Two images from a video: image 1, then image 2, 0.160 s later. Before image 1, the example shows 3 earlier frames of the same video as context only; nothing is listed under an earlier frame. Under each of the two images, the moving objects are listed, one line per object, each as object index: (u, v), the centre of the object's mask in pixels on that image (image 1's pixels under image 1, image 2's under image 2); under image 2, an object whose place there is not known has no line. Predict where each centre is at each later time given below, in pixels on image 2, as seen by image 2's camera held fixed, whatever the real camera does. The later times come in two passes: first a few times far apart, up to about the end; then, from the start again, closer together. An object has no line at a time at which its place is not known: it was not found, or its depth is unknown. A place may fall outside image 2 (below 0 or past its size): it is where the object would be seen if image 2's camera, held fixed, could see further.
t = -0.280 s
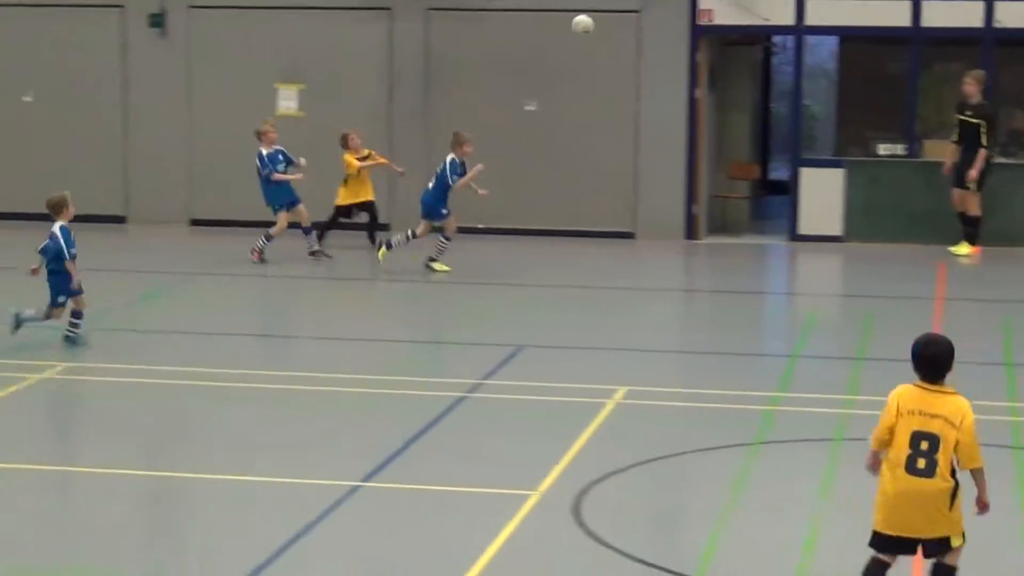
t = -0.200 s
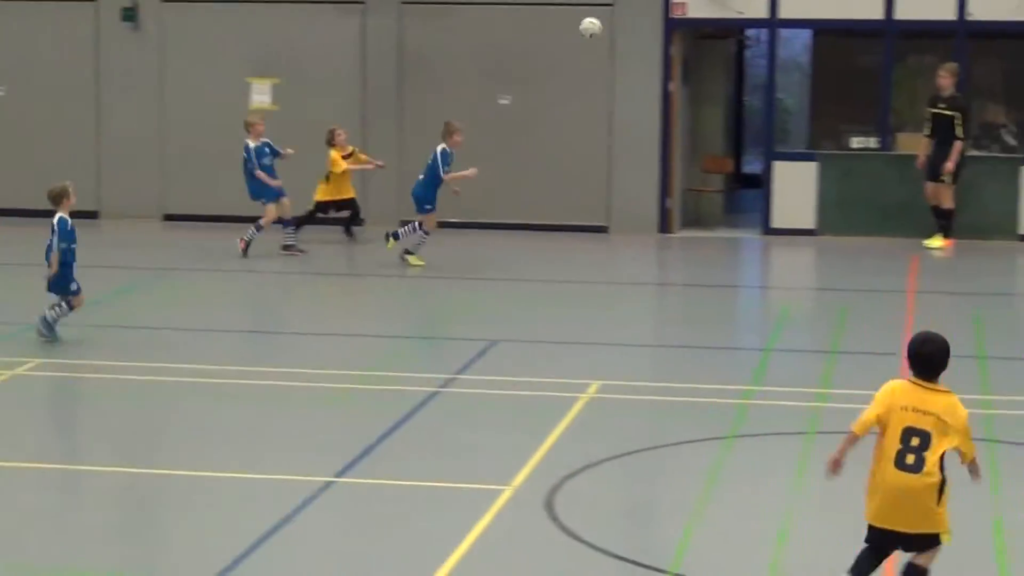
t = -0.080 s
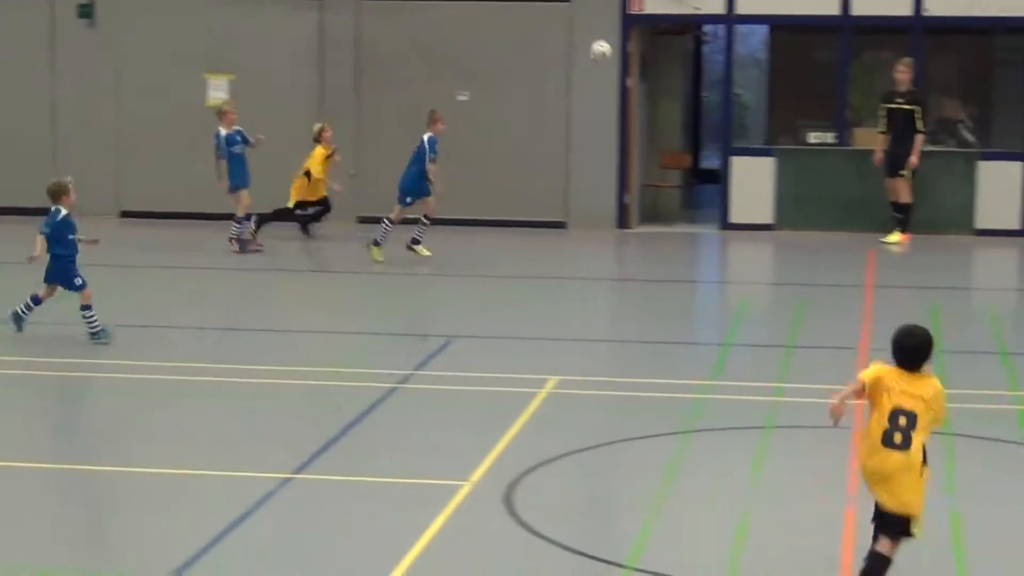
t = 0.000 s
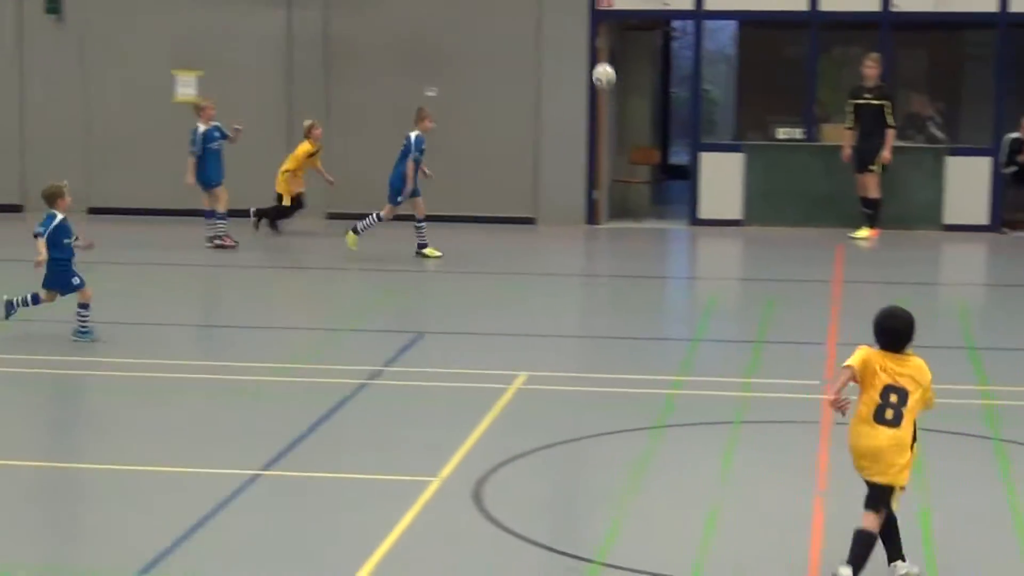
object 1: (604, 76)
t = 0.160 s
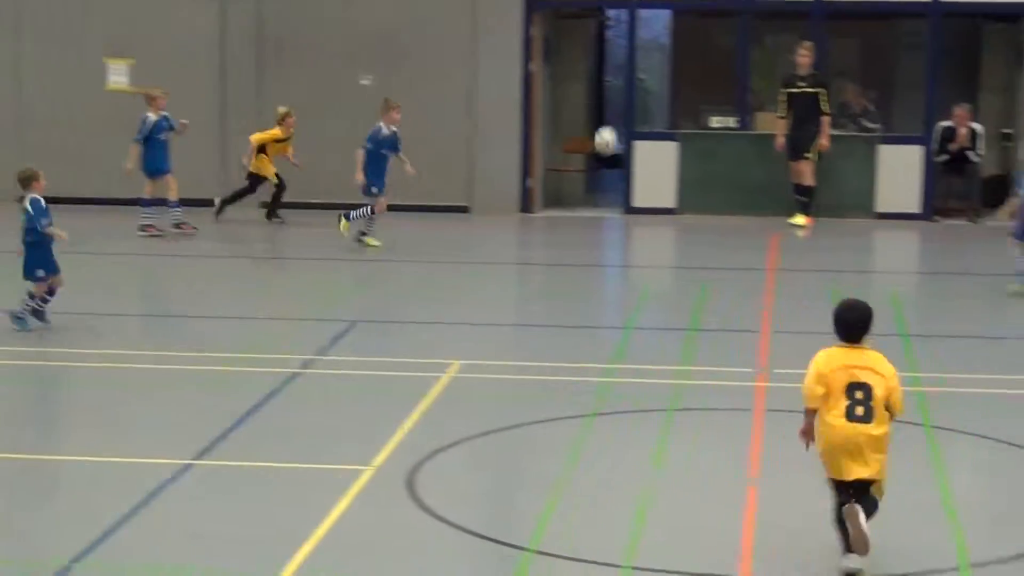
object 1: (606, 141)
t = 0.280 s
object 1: (654, 214)
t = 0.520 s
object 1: (741, 164)
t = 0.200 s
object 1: (622, 165)
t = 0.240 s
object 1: (636, 191)
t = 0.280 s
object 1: (654, 214)
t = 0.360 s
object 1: (684, 231)
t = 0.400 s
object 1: (699, 211)
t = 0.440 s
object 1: (713, 195)
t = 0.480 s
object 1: (727, 178)
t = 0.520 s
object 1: (741, 164)
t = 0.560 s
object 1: (755, 150)
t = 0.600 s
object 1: (769, 139)
